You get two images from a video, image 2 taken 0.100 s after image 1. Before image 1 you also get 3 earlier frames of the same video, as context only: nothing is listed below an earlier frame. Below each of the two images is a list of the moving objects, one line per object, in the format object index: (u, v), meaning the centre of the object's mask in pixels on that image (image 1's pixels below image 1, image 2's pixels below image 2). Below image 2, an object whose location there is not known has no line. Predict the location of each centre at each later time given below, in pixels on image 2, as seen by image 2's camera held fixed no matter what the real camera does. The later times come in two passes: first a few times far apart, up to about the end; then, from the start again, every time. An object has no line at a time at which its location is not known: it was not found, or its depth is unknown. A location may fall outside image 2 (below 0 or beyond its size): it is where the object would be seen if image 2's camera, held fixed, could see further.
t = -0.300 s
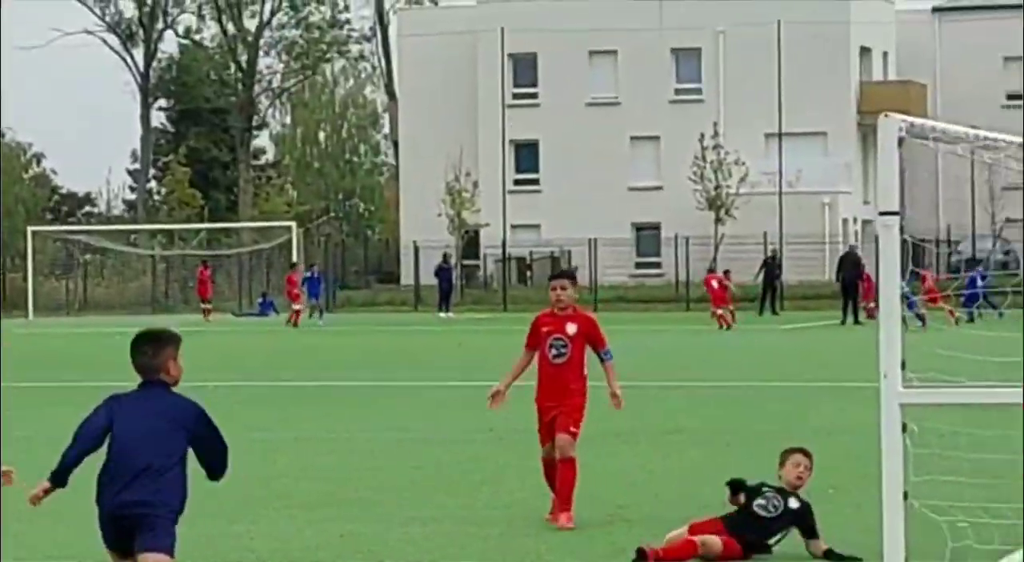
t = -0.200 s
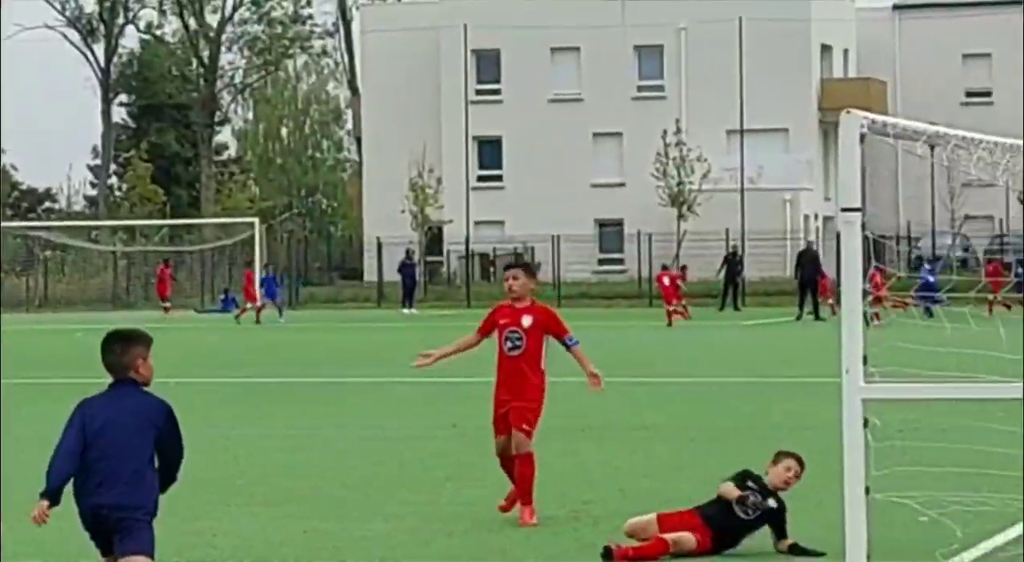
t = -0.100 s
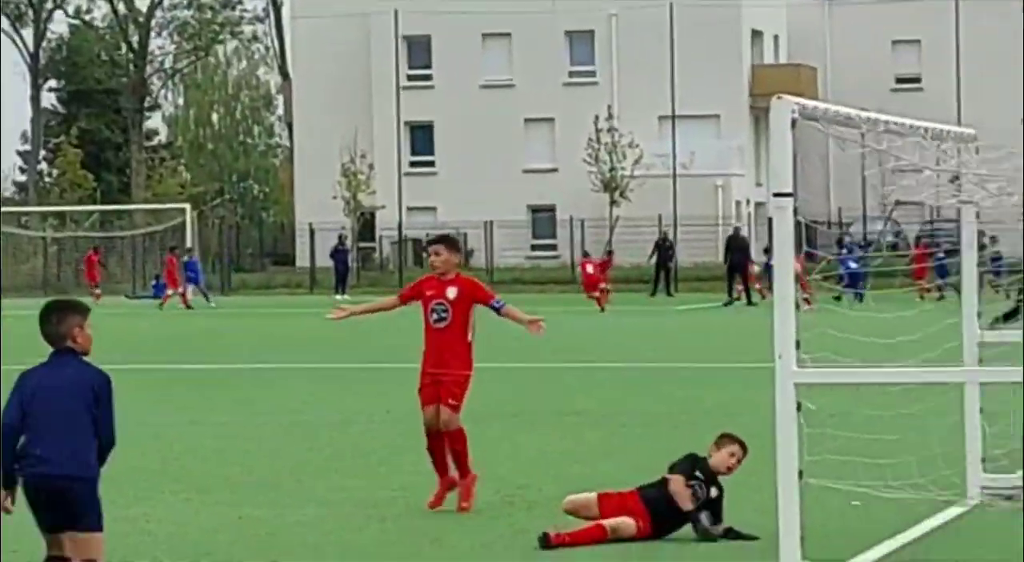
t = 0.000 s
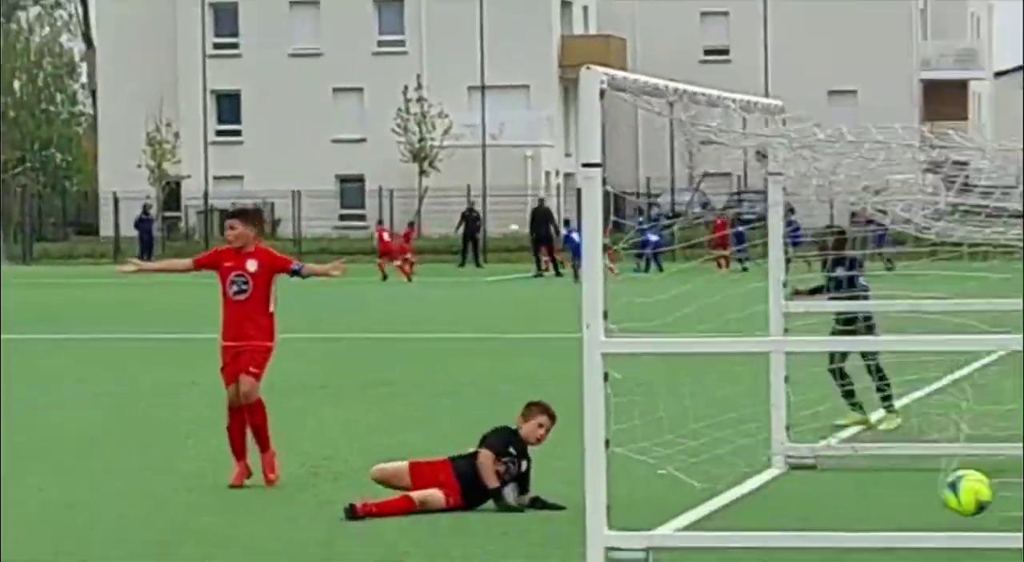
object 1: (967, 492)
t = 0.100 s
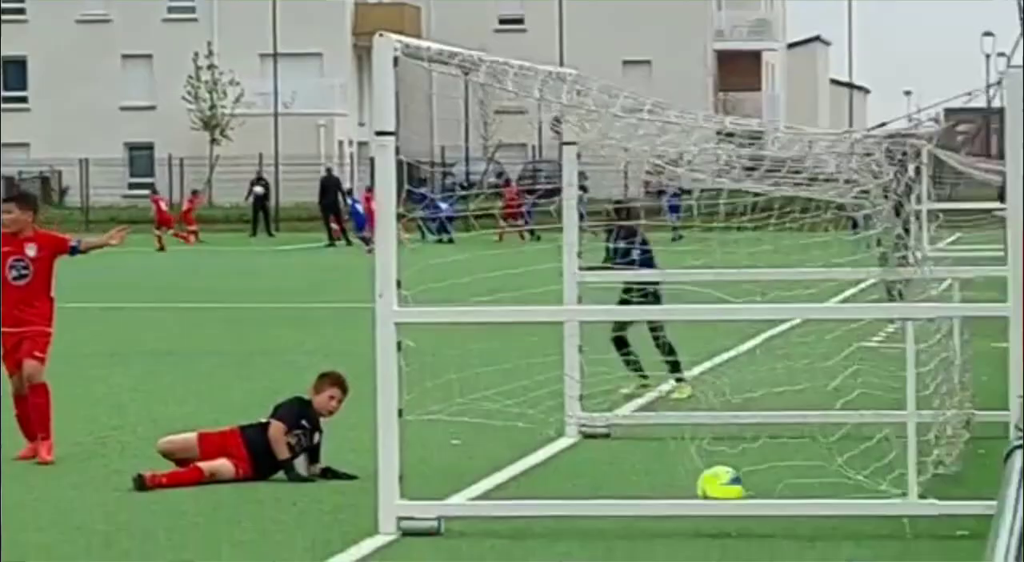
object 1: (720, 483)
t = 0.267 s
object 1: (680, 490)
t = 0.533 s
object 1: (629, 493)
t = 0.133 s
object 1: (713, 489)
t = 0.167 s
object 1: (702, 493)
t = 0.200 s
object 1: (694, 494)
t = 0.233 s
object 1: (686, 491)
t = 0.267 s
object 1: (680, 490)
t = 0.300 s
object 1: (674, 489)
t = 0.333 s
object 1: (668, 489)
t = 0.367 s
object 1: (662, 492)
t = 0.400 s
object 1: (656, 494)
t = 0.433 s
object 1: (650, 492)
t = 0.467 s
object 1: (642, 491)
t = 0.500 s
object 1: (636, 491)
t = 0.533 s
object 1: (629, 493)
